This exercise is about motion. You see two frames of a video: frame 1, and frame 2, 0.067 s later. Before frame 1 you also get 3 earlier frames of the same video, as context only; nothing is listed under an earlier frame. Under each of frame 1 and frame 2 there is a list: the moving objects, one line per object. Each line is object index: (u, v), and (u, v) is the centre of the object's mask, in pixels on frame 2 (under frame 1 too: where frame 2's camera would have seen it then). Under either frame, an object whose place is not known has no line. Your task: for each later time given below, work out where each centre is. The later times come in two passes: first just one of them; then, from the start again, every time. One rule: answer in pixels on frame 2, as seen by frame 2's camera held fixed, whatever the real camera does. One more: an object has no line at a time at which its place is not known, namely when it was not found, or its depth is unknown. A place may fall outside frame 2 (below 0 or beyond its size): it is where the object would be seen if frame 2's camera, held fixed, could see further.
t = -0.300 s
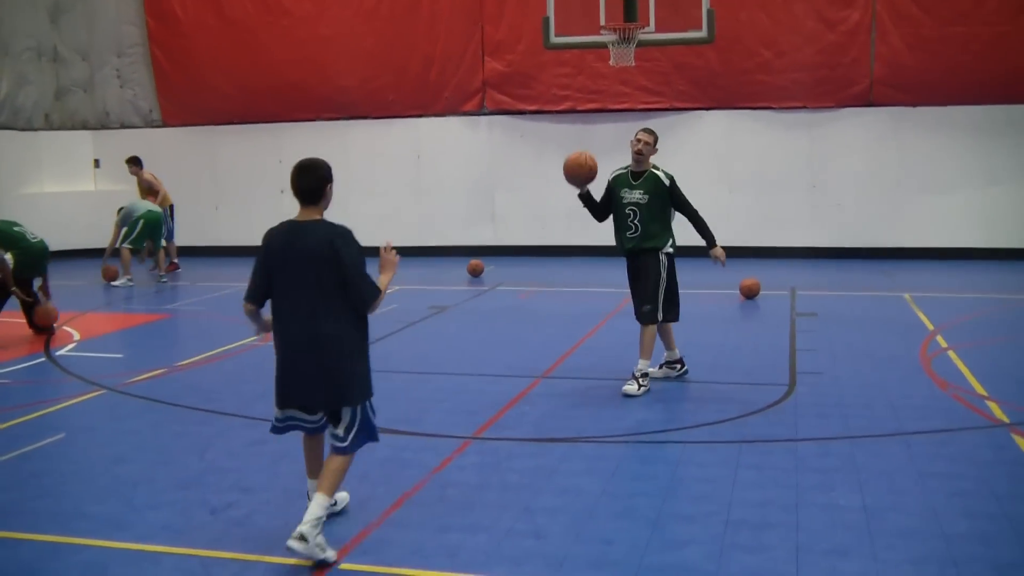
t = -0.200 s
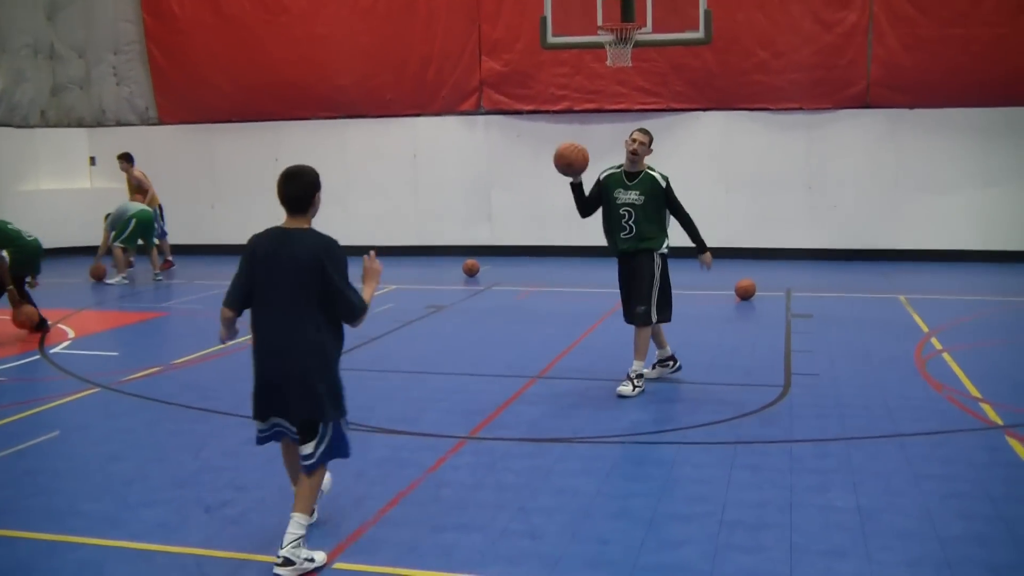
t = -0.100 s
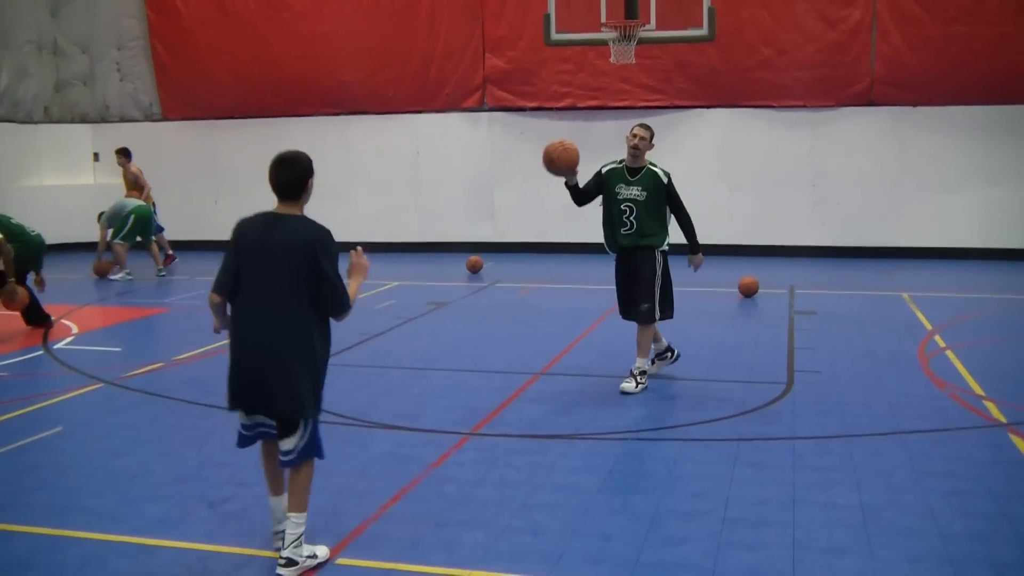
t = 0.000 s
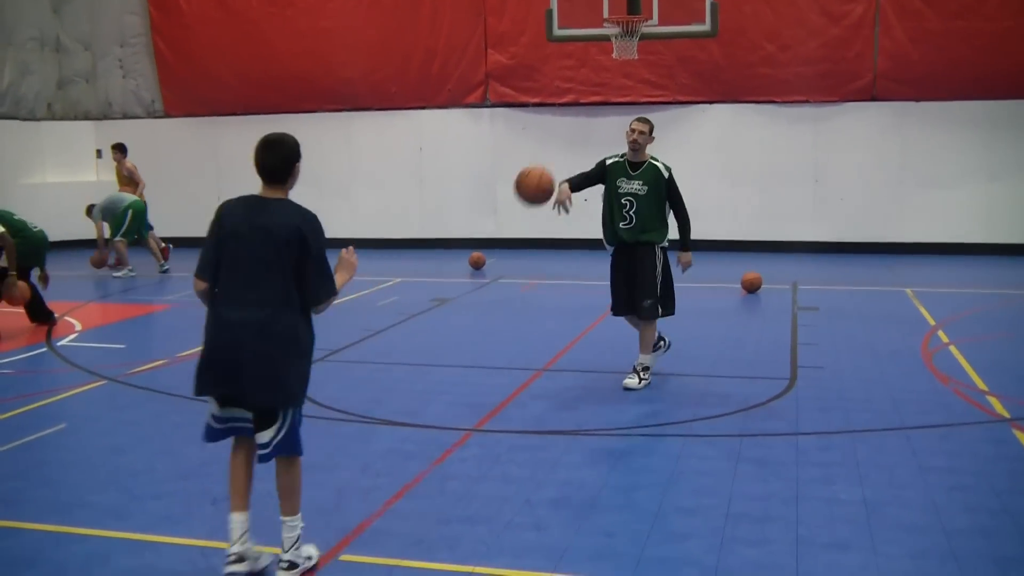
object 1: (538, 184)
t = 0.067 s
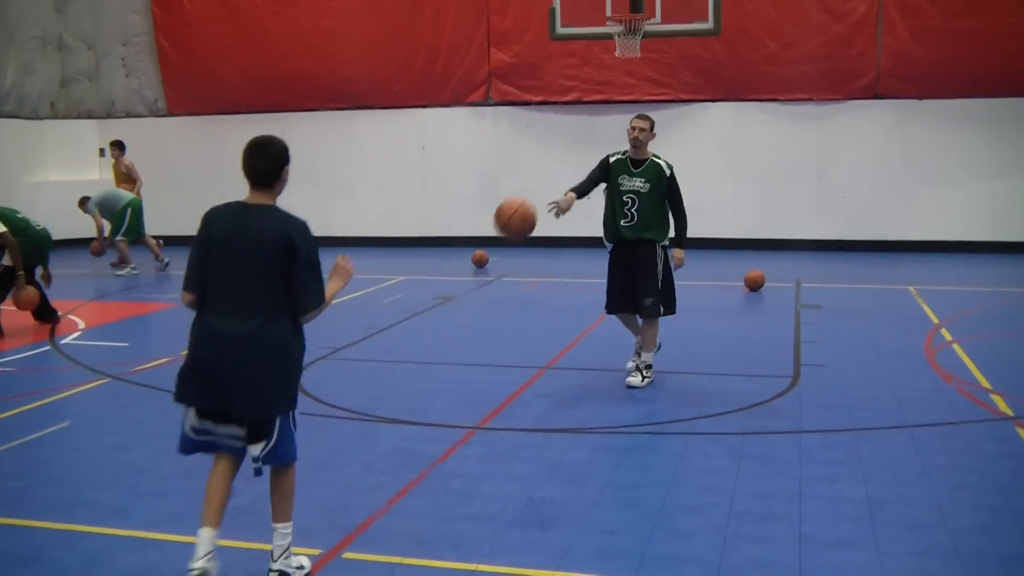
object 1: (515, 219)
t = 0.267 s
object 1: (430, 412)
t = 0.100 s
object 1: (504, 240)
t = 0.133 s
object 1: (491, 265)
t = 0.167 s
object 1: (477, 297)
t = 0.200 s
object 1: (463, 329)
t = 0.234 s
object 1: (447, 370)
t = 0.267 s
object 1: (430, 412)
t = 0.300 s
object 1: (414, 459)
